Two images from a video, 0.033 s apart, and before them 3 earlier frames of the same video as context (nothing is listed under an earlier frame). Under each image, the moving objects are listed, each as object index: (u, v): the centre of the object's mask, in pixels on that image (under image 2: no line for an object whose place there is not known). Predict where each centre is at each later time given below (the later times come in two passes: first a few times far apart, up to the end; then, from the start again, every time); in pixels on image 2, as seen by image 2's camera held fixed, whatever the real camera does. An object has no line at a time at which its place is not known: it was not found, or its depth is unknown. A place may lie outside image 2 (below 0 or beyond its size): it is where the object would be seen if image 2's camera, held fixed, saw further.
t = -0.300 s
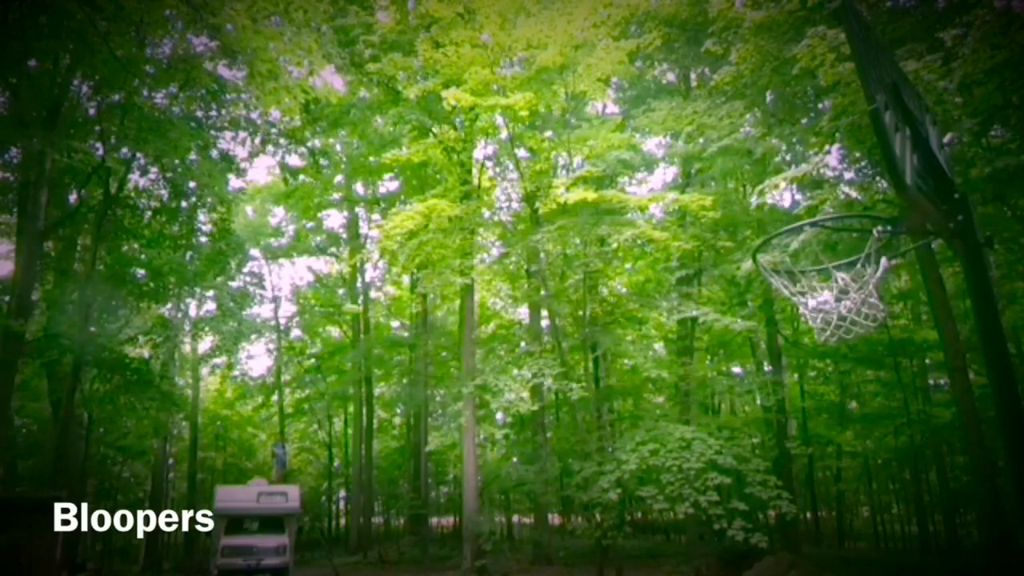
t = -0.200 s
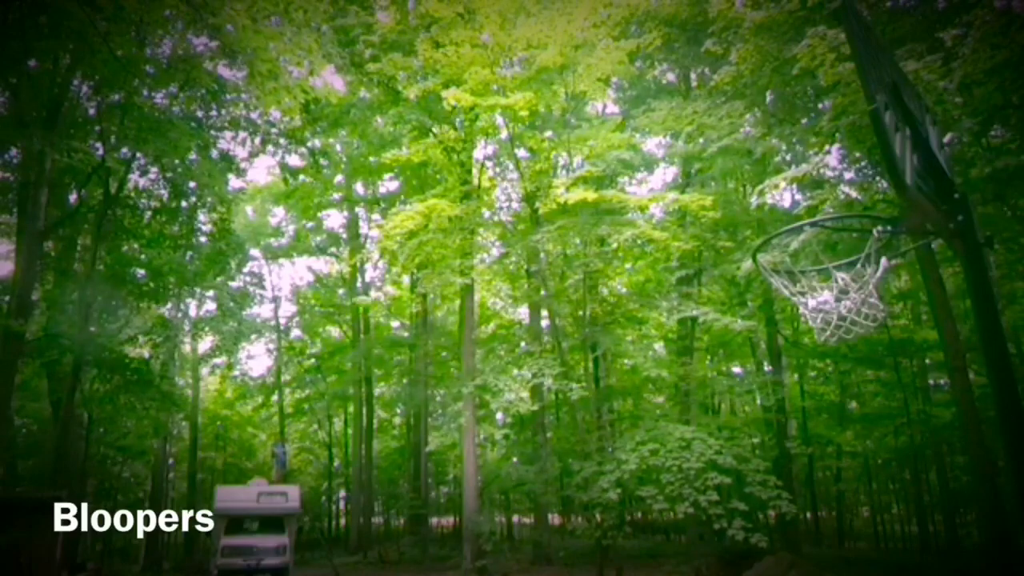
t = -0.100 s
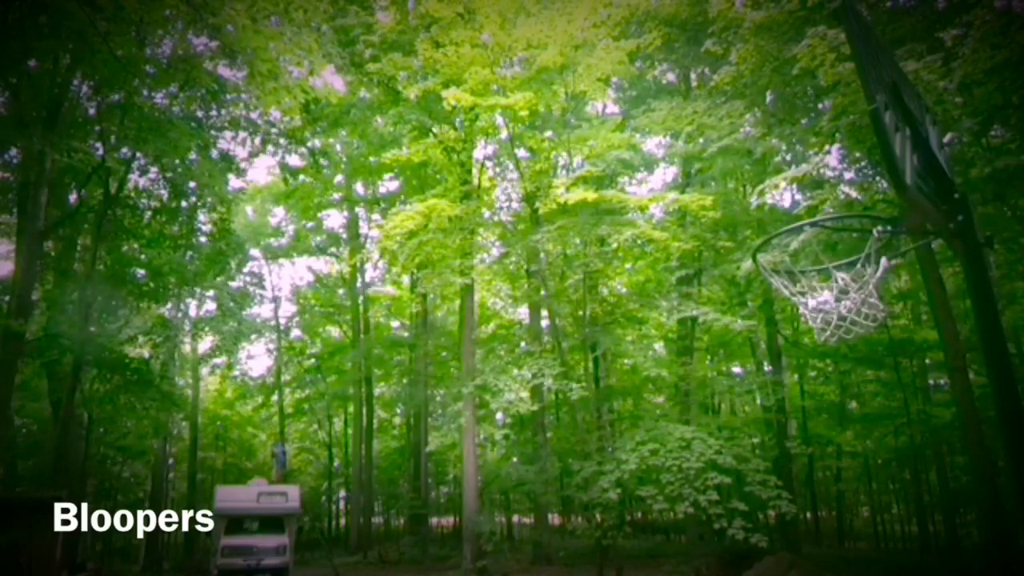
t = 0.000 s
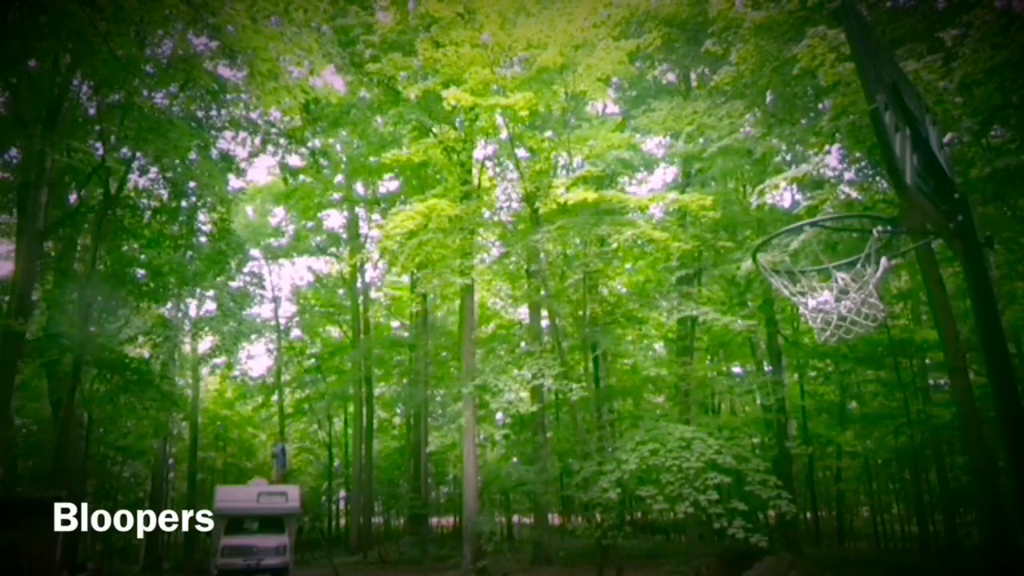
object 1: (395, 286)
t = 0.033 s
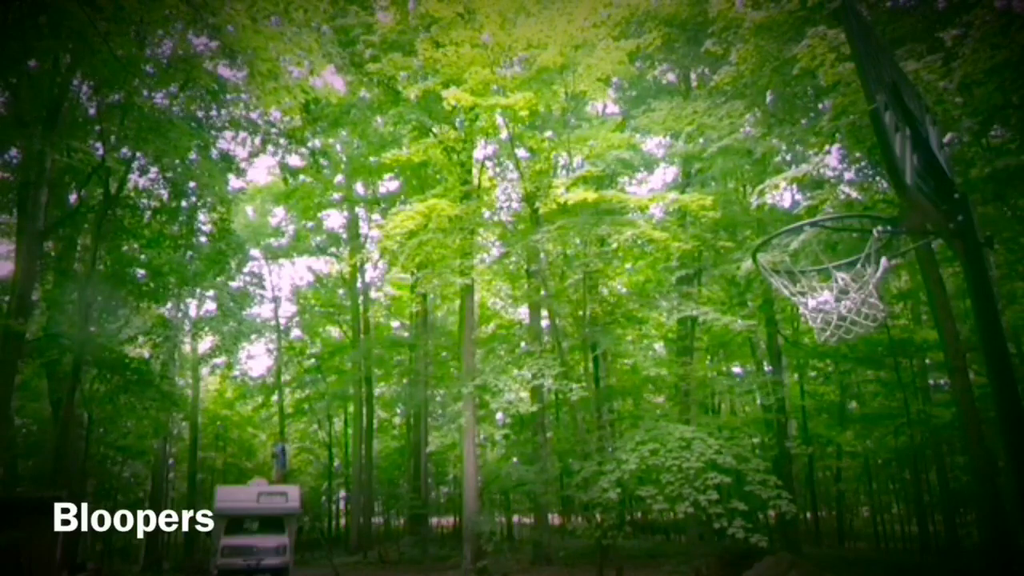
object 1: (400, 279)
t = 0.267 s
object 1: (462, 256)
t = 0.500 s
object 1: (566, 225)
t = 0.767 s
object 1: (813, 171)
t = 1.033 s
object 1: (654, 253)
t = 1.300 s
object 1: (418, 394)
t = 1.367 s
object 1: (366, 443)
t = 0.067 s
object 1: (407, 276)
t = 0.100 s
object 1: (416, 273)
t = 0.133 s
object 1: (424, 270)
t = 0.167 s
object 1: (432, 266)
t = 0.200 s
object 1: (441, 263)
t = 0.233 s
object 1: (450, 259)
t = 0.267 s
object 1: (462, 256)
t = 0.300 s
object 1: (474, 251)
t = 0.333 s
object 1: (486, 249)
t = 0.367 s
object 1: (496, 243)
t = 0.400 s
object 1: (516, 240)
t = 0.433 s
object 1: (531, 235)
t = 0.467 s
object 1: (547, 230)
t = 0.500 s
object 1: (566, 225)
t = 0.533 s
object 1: (587, 218)
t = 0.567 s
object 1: (609, 214)
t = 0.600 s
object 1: (636, 208)
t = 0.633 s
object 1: (664, 202)
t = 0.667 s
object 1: (692, 194)
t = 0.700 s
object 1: (728, 186)
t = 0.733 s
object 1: (770, 179)
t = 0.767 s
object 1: (813, 171)
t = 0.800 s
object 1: (858, 161)
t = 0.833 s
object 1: (843, 174)
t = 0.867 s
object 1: (816, 196)
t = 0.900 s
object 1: (779, 216)
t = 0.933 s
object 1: (752, 228)
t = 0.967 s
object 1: (718, 236)
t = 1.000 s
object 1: (684, 244)
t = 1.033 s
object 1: (654, 253)
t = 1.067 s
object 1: (620, 264)
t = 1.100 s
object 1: (589, 277)
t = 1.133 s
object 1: (559, 292)
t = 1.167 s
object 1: (531, 311)
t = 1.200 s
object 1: (501, 330)
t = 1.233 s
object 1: (474, 349)
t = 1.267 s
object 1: (445, 372)
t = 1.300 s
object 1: (418, 394)
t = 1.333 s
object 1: (393, 419)
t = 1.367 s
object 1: (366, 443)
